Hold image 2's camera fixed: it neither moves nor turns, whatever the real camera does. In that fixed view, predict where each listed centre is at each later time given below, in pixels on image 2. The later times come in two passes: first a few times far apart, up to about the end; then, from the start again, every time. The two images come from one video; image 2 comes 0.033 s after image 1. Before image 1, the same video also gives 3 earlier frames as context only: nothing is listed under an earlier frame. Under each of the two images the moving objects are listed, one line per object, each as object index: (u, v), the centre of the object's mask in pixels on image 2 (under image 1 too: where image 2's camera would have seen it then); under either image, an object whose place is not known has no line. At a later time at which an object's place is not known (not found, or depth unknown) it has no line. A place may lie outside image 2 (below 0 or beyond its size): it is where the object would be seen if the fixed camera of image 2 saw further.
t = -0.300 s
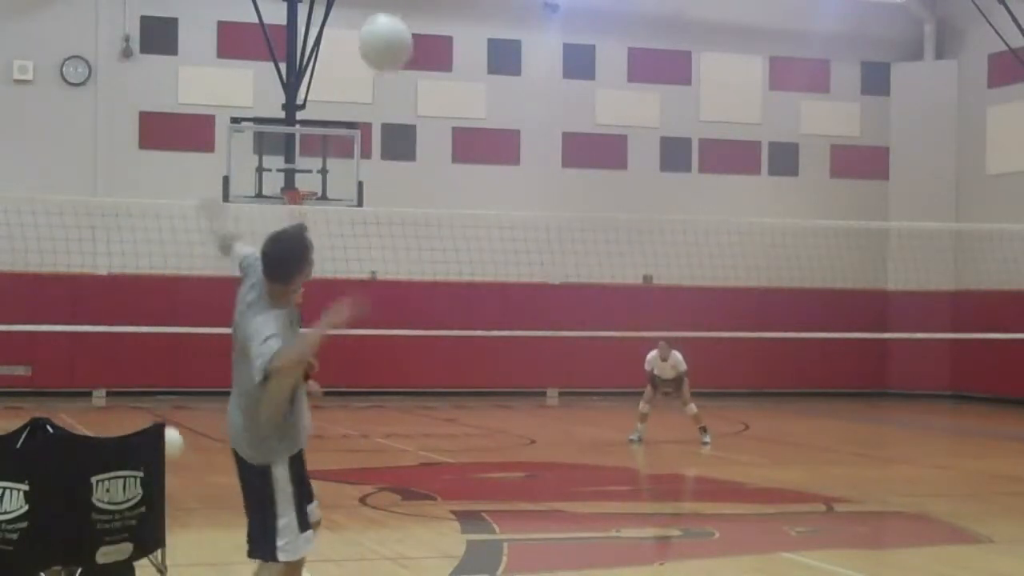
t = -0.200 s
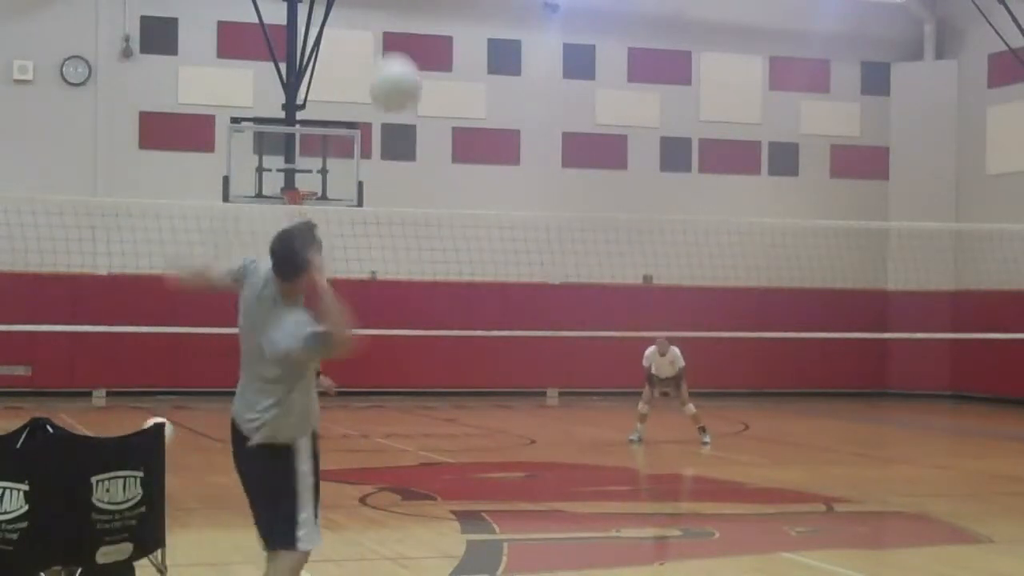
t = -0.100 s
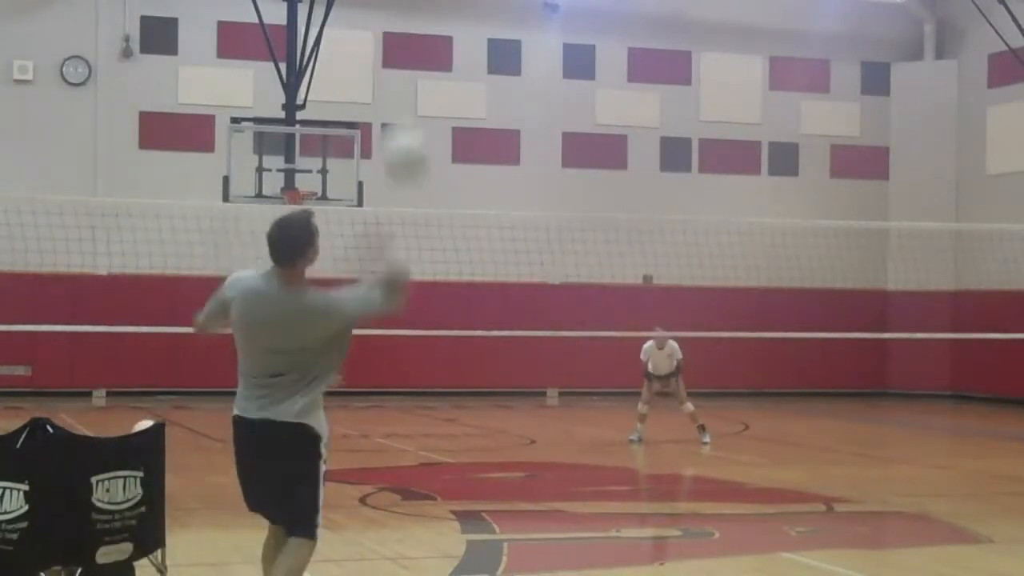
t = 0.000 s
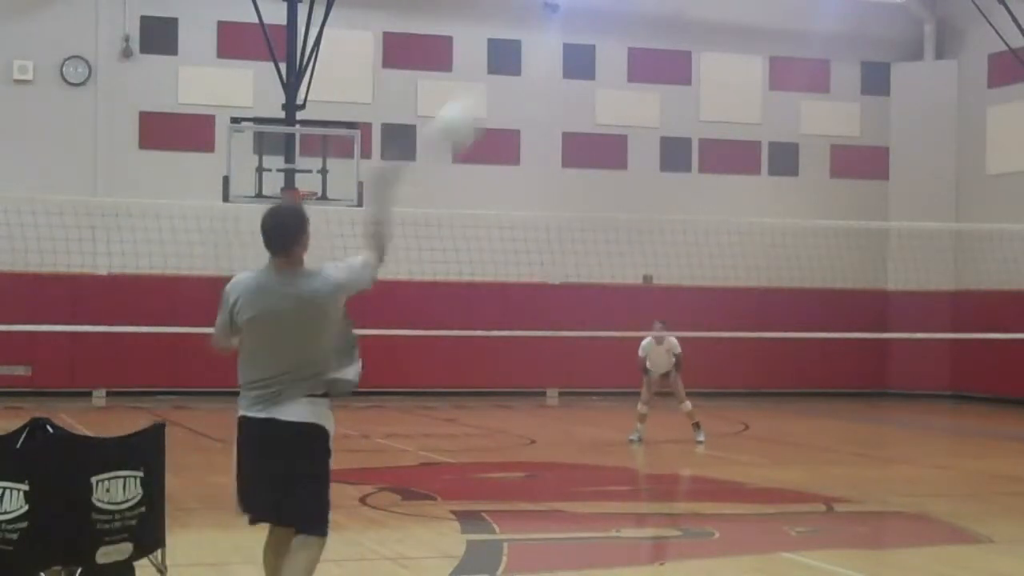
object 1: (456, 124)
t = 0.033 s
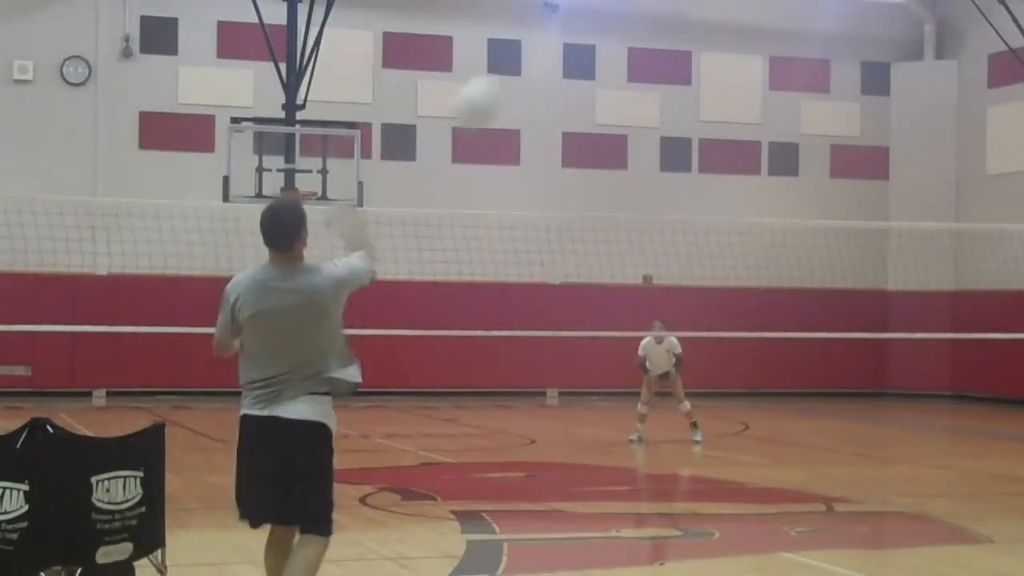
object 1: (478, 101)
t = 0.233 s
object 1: (569, 37)
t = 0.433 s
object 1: (628, 62)
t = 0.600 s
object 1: (658, 111)
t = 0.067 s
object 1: (496, 82)
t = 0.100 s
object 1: (514, 66)
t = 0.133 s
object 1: (528, 55)
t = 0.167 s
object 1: (542, 46)
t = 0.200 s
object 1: (555, 41)
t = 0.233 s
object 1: (569, 37)
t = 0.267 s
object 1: (579, 38)
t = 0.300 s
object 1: (589, 38)
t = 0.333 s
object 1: (599, 41)
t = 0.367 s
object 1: (608, 46)
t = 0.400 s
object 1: (615, 53)
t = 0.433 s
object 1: (628, 62)
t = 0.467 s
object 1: (637, 69)
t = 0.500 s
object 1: (641, 77)
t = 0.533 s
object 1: (649, 89)
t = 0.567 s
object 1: (654, 100)
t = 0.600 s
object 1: (658, 111)
